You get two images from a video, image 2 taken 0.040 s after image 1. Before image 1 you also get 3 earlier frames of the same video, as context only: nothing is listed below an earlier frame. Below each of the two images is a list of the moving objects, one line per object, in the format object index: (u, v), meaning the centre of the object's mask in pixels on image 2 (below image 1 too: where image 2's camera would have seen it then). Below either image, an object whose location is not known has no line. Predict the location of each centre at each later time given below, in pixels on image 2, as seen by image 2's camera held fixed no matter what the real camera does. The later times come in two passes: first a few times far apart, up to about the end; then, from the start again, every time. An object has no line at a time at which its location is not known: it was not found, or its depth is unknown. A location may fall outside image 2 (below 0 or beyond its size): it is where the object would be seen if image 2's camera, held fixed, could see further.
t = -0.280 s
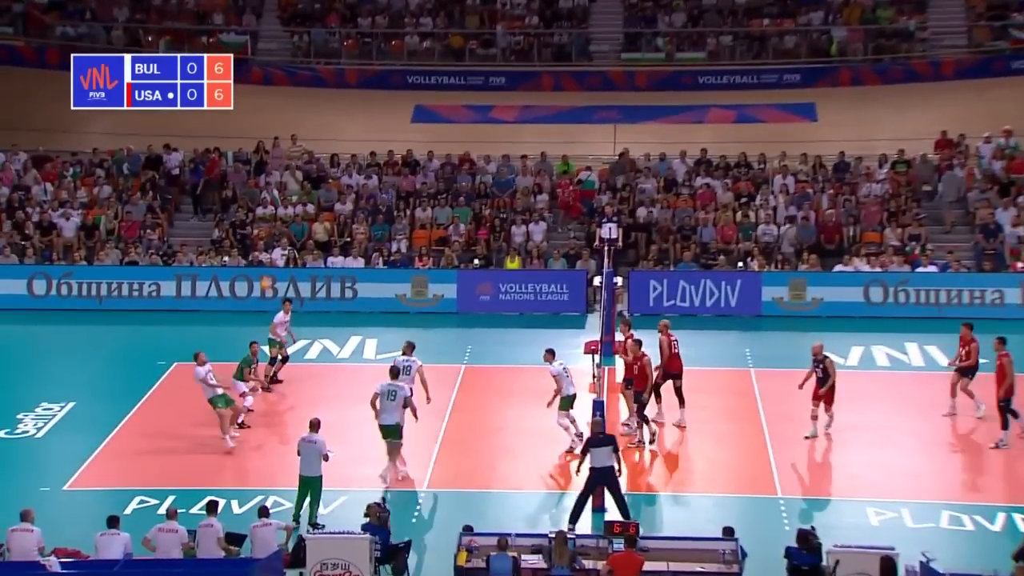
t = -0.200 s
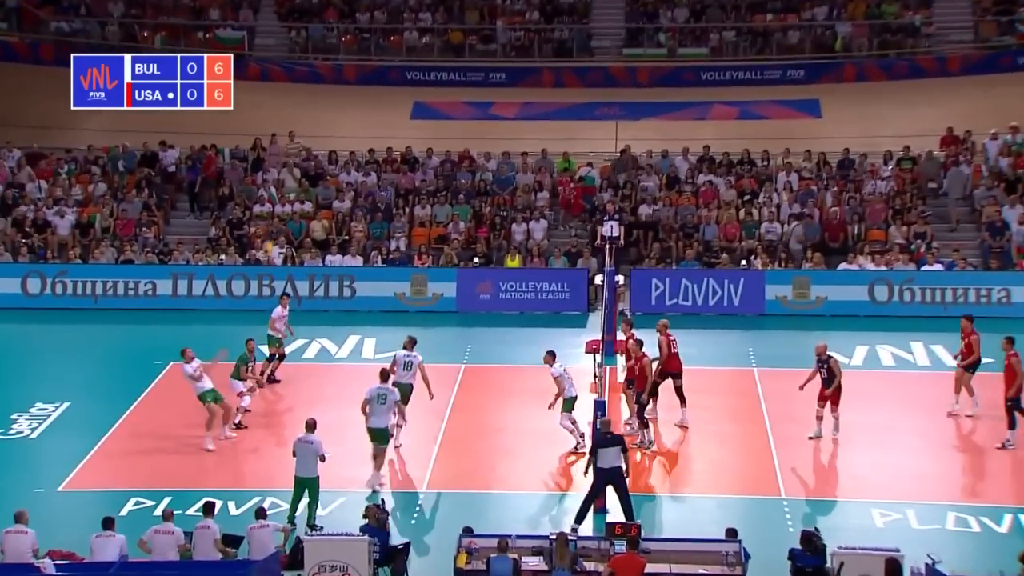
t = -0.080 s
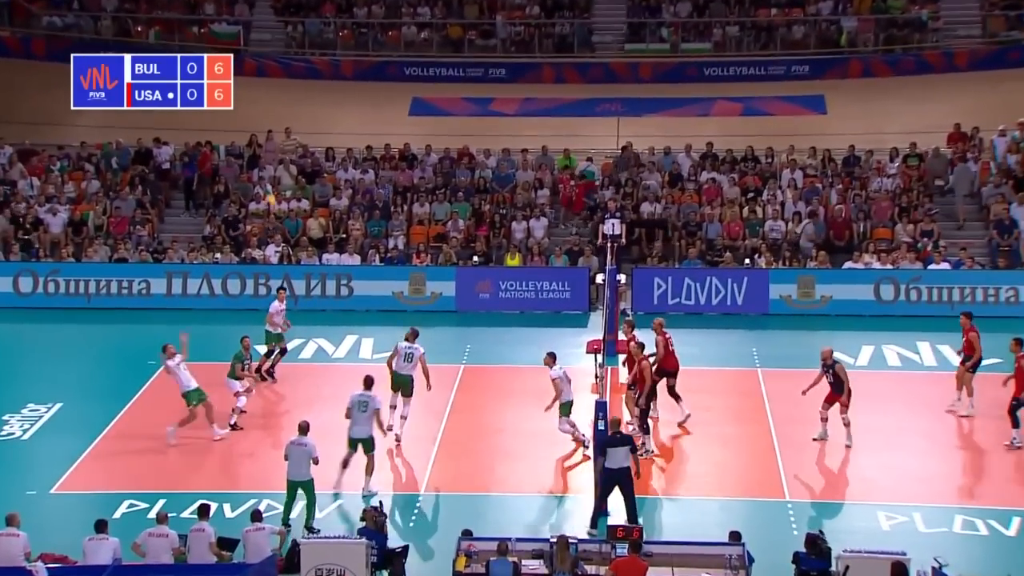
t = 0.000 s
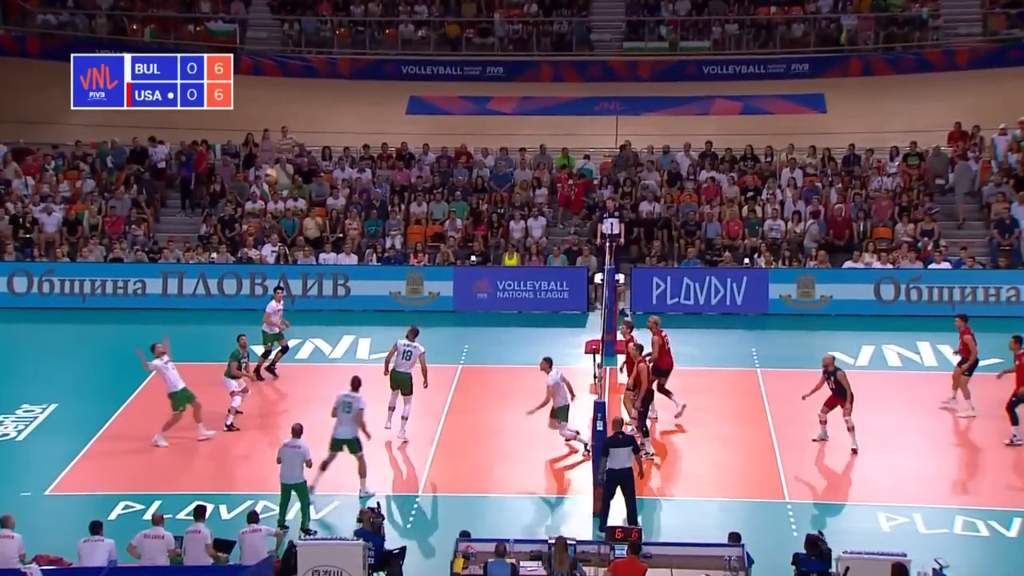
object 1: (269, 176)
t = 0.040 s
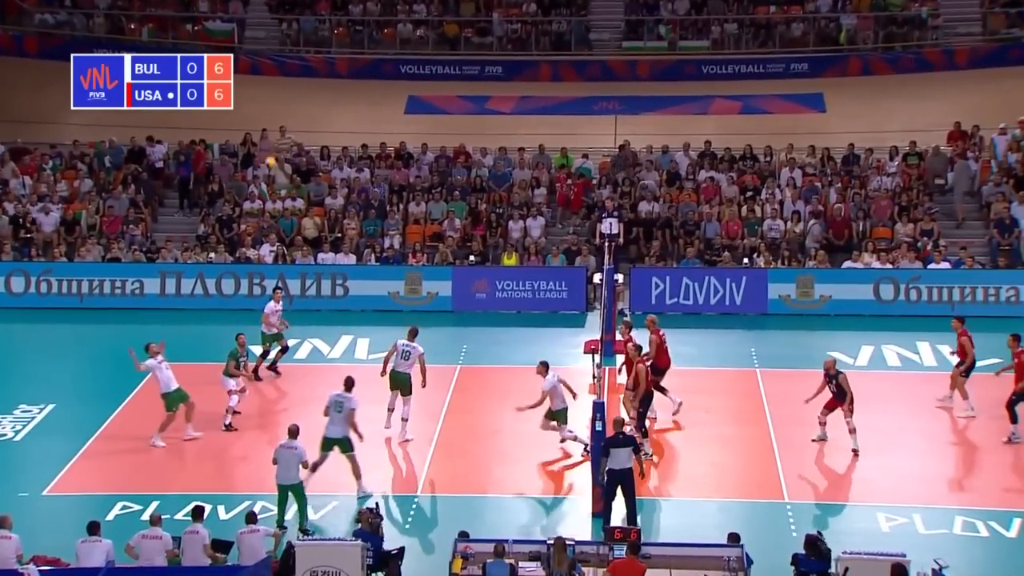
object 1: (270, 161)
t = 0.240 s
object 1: (279, 119)
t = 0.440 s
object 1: (287, 98)
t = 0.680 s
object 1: (298, 104)
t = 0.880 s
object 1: (306, 132)
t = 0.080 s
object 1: (272, 152)
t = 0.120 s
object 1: (274, 142)
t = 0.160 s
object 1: (275, 133)
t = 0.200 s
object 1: (277, 126)
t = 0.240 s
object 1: (279, 119)
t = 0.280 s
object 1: (280, 113)
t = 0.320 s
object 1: (282, 108)
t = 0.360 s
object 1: (284, 104)
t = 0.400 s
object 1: (285, 101)
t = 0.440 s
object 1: (287, 98)
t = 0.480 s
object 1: (288, 97)
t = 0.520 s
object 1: (290, 97)
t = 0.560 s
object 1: (292, 97)
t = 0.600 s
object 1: (293, 98)
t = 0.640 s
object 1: (295, 101)
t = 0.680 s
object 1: (298, 104)
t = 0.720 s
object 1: (299, 108)
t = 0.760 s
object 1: (301, 113)
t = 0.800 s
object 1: (302, 119)
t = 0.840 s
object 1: (304, 125)
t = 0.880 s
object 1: (306, 132)
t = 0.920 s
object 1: (307, 142)
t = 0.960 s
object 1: (309, 150)
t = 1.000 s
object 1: (312, 162)
